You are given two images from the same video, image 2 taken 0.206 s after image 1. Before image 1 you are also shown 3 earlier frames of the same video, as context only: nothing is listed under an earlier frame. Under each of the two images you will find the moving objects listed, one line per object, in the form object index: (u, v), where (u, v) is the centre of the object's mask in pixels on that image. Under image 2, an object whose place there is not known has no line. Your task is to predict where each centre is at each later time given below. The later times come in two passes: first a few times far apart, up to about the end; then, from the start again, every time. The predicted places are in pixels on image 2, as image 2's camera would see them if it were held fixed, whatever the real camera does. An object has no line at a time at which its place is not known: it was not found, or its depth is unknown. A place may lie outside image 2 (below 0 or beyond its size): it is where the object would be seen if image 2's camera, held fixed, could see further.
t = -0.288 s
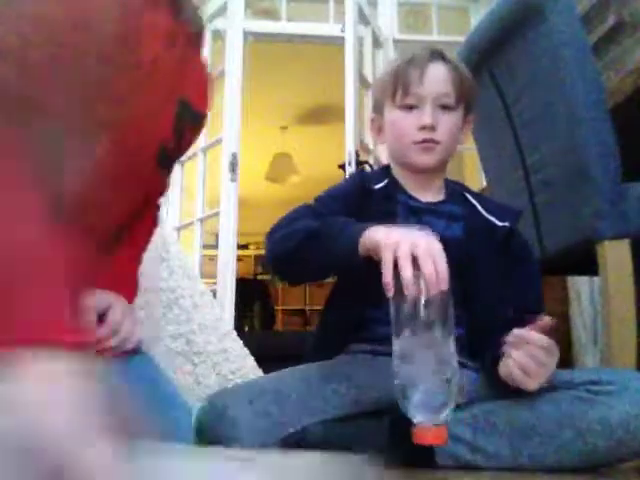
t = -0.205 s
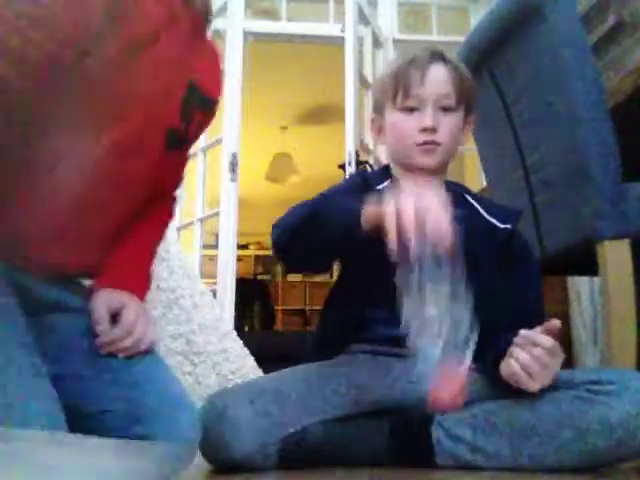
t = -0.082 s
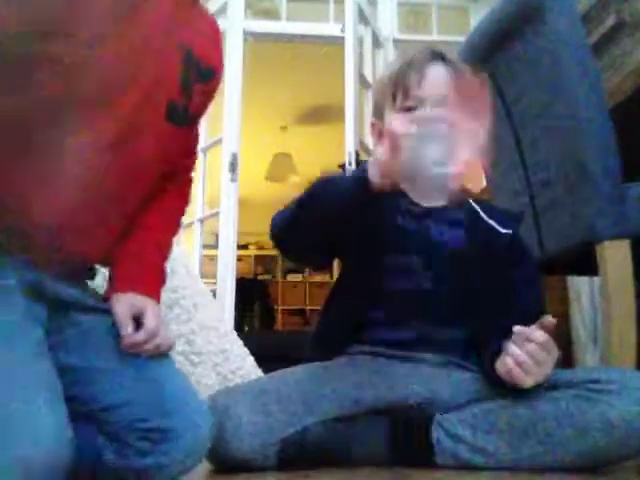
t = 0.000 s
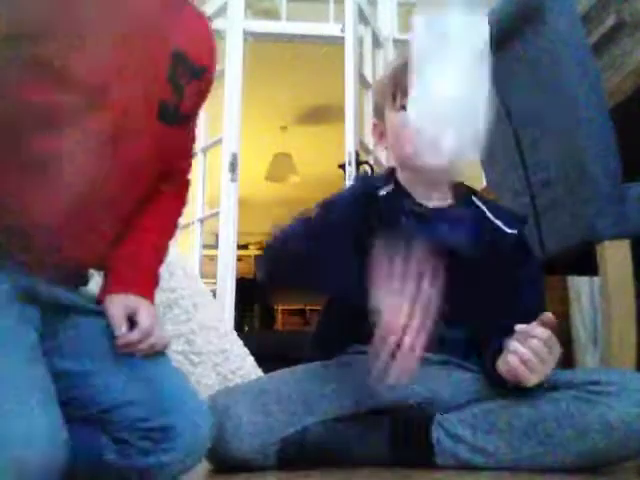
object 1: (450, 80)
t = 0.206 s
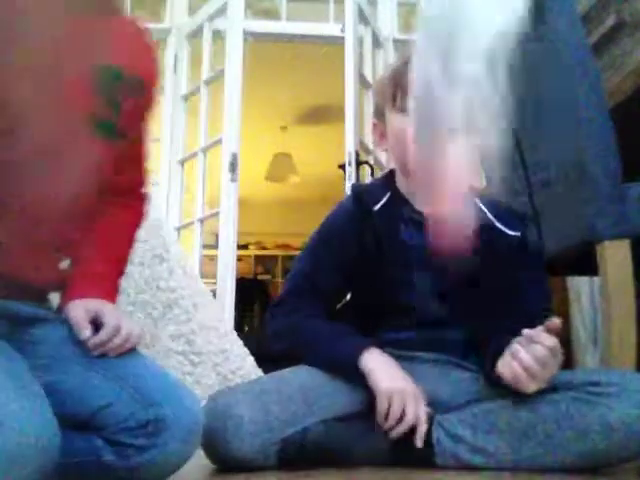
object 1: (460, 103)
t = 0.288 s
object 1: (490, 284)
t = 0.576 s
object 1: (486, 328)
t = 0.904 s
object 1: (467, 335)
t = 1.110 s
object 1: (494, 329)
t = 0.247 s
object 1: (473, 178)
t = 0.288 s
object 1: (490, 284)
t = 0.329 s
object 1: (488, 331)
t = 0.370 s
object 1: (483, 338)
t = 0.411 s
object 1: (479, 337)
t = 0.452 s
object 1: (475, 335)
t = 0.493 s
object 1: (475, 334)
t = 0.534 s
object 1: (480, 332)
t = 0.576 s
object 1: (486, 328)
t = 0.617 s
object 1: (491, 326)
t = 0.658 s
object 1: (493, 326)
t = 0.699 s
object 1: (494, 327)
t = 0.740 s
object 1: (493, 328)
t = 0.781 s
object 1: (488, 332)
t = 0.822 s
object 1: (479, 334)
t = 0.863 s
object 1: (472, 334)
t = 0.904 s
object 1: (467, 335)
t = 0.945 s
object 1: (467, 335)
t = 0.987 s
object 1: (469, 334)
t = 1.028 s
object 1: (475, 333)
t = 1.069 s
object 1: (485, 330)
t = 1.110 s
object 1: (494, 329)
